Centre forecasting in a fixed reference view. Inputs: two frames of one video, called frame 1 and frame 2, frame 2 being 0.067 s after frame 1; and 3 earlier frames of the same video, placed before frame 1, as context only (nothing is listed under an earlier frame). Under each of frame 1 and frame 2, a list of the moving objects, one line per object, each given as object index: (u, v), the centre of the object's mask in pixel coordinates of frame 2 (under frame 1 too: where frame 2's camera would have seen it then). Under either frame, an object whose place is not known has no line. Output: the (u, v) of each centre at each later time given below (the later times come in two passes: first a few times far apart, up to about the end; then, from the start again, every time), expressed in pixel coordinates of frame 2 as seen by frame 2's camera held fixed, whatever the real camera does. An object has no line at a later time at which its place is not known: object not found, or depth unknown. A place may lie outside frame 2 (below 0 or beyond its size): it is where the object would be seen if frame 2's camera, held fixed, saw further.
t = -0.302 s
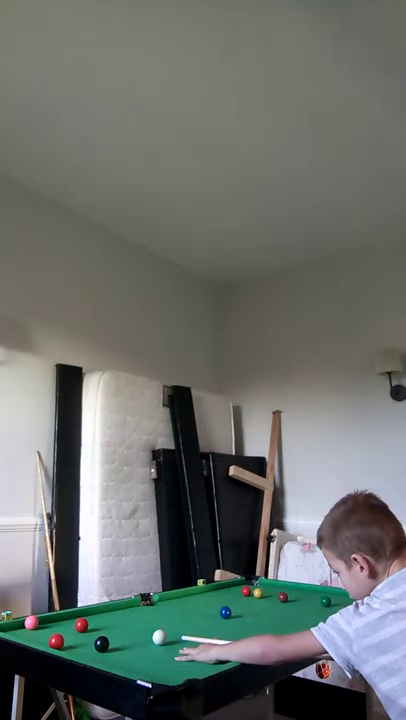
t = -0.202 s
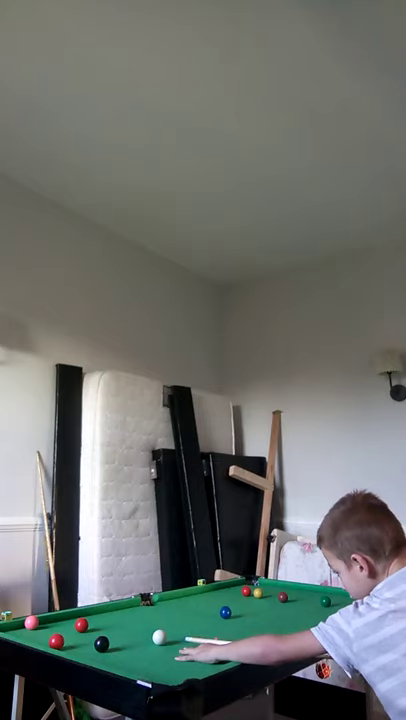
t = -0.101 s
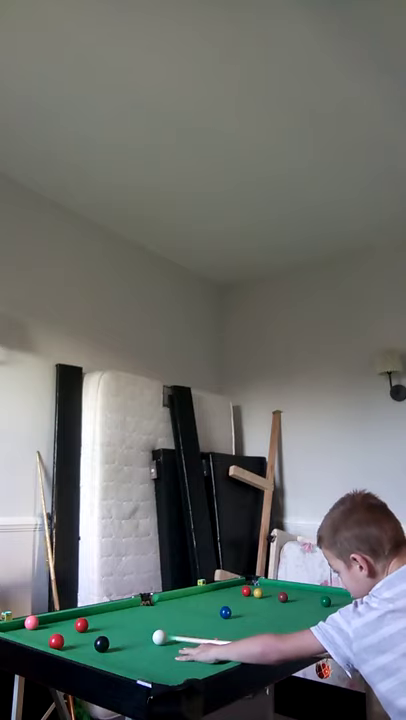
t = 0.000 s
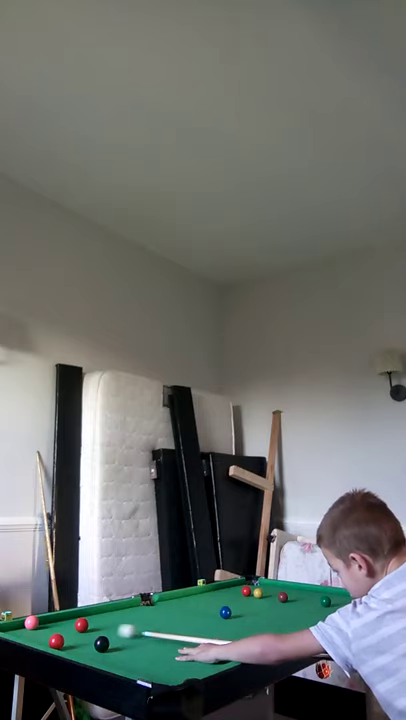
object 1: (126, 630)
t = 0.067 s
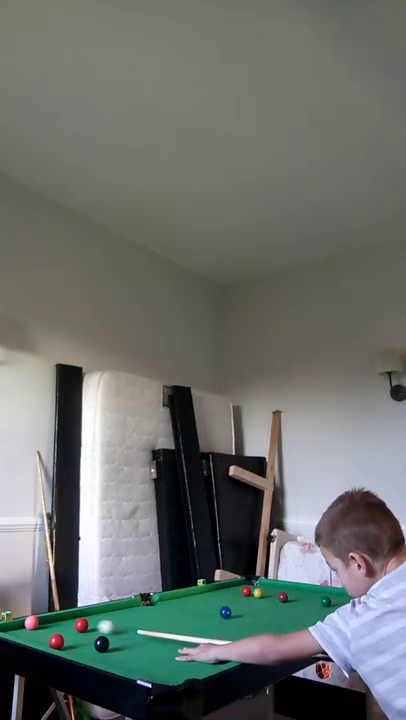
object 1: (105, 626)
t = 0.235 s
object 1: (85, 617)
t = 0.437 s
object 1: (94, 613)
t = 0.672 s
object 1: (122, 614)
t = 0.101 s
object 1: (96, 624)
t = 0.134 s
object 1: (93, 622)
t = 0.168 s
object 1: (91, 620)
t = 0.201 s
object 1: (88, 619)
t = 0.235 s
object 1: (85, 617)
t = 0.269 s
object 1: (83, 615)
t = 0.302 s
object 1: (80, 614)
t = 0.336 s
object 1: (80, 613)
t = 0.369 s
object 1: (85, 613)
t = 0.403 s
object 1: (90, 613)
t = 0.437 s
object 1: (94, 613)
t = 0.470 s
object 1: (98, 613)
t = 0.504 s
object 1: (102, 614)
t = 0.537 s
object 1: (106, 614)
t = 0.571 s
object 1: (110, 614)
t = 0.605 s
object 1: (114, 614)
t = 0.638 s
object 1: (118, 614)
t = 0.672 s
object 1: (122, 614)
